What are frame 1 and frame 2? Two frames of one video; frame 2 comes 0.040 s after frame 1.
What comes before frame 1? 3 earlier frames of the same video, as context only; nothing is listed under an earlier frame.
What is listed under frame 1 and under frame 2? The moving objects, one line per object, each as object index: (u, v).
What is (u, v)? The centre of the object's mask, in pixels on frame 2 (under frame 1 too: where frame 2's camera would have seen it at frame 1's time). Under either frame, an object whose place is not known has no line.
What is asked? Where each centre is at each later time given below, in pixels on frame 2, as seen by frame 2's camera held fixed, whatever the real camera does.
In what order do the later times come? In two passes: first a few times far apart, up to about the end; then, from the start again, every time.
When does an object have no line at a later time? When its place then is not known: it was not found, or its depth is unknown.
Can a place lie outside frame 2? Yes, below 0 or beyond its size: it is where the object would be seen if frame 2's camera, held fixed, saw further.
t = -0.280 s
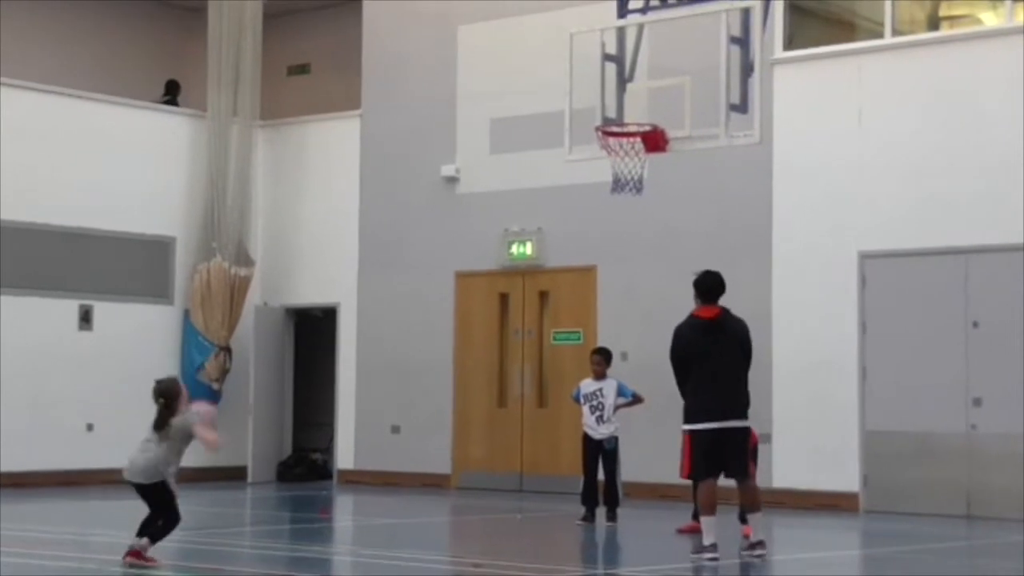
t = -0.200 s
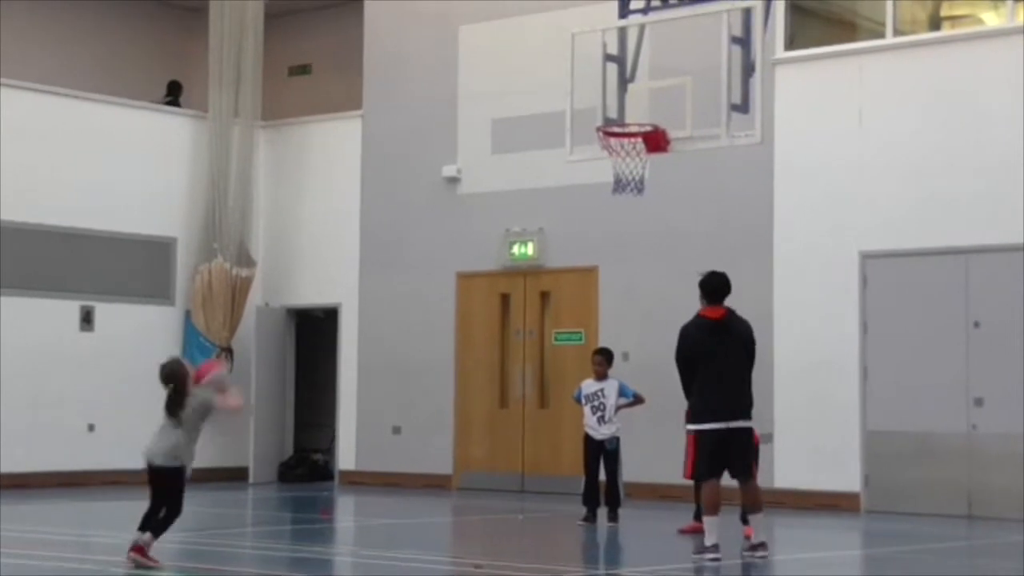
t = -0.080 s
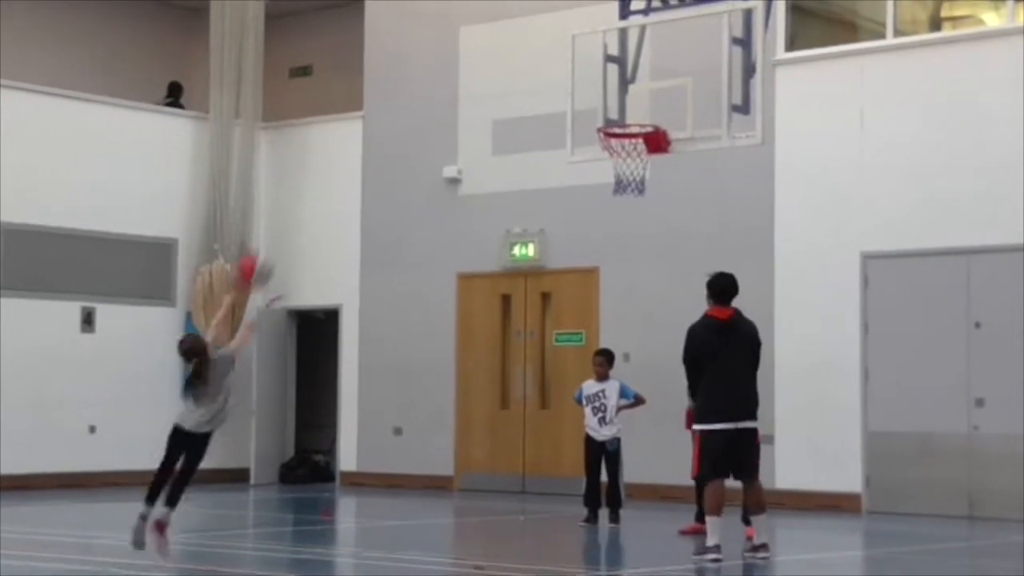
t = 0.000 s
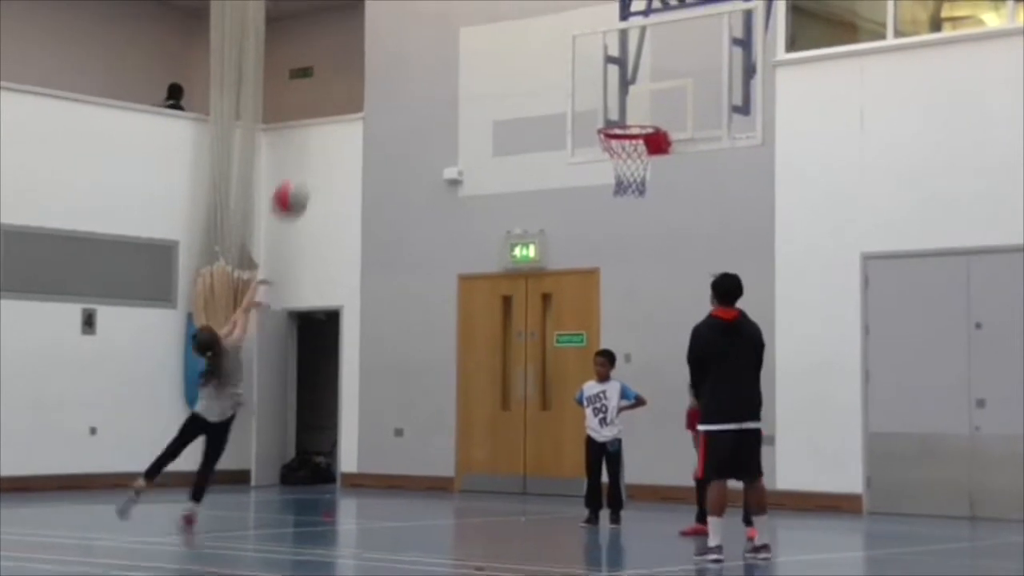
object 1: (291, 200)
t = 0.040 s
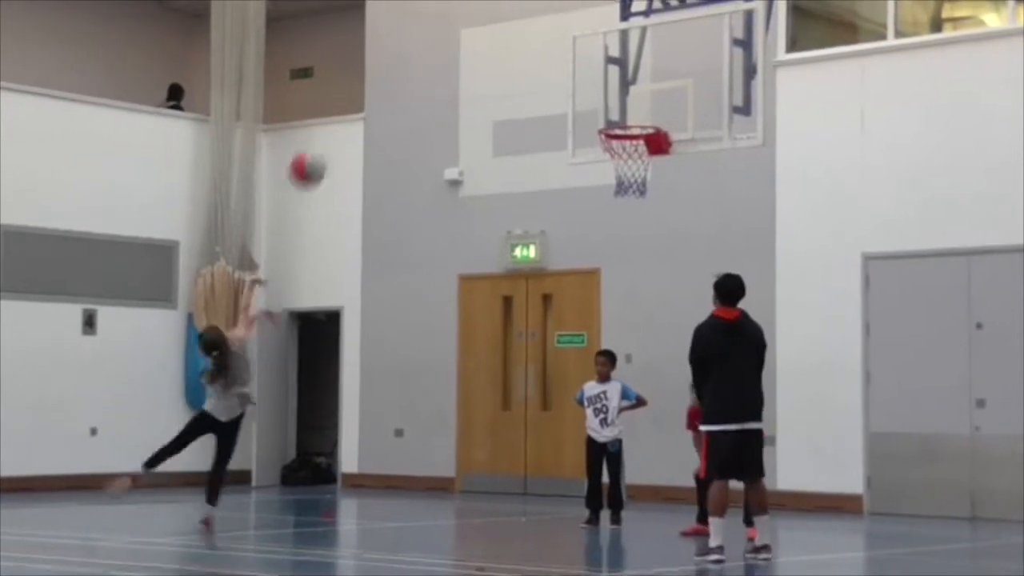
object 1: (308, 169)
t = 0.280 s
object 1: (401, 42)
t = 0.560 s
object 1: (499, 14)
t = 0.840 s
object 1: (588, 97)
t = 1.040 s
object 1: (644, 217)
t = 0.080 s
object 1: (324, 141)
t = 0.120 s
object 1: (340, 113)
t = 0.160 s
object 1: (355, 93)
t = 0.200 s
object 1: (371, 74)
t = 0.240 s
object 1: (387, 60)
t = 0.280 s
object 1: (401, 42)
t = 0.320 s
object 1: (417, 31)
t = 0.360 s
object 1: (431, 21)
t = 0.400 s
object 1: (445, 15)
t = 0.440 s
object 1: (460, 12)
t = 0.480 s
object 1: (475, 12)
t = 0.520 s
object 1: (489, 12)
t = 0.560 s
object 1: (499, 14)
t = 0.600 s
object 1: (512, 19)
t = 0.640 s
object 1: (525, 27)
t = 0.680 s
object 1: (539, 38)
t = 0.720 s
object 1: (552, 49)
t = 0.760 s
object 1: (564, 64)
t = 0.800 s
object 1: (576, 79)
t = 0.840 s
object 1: (588, 97)
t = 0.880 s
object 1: (600, 117)
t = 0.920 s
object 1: (610, 140)
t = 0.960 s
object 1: (622, 164)
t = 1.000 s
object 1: (634, 191)
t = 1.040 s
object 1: (644, 217)
